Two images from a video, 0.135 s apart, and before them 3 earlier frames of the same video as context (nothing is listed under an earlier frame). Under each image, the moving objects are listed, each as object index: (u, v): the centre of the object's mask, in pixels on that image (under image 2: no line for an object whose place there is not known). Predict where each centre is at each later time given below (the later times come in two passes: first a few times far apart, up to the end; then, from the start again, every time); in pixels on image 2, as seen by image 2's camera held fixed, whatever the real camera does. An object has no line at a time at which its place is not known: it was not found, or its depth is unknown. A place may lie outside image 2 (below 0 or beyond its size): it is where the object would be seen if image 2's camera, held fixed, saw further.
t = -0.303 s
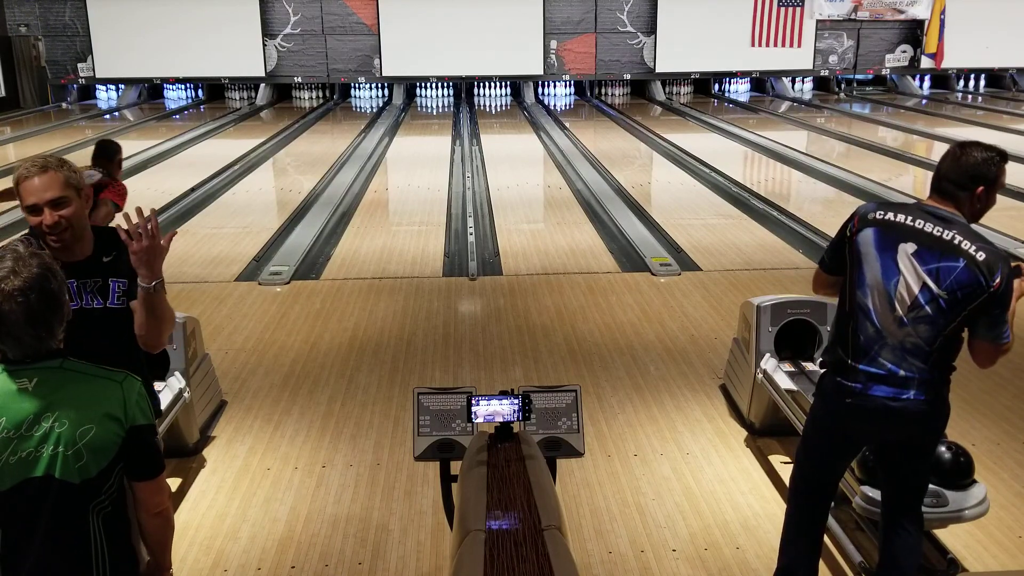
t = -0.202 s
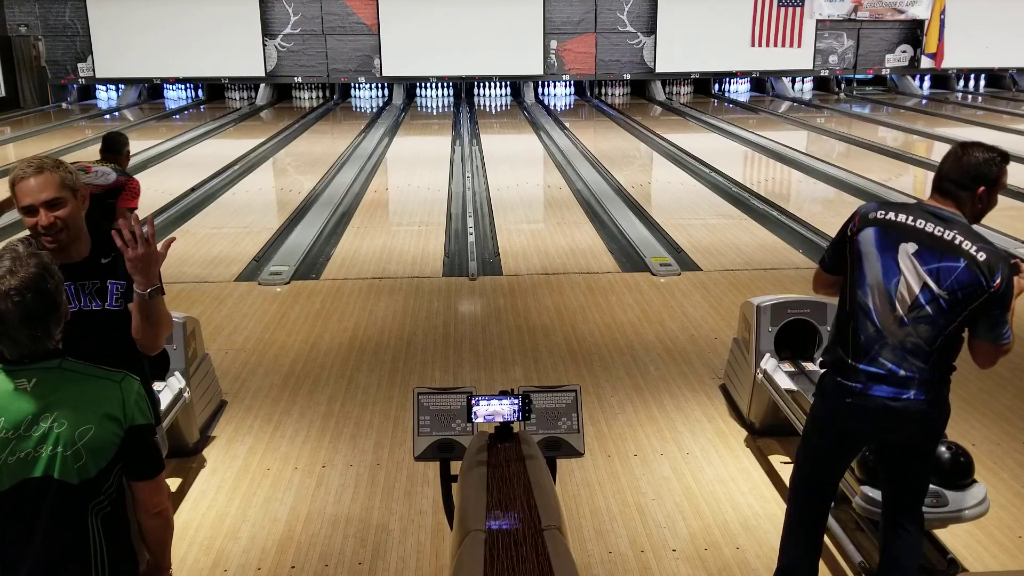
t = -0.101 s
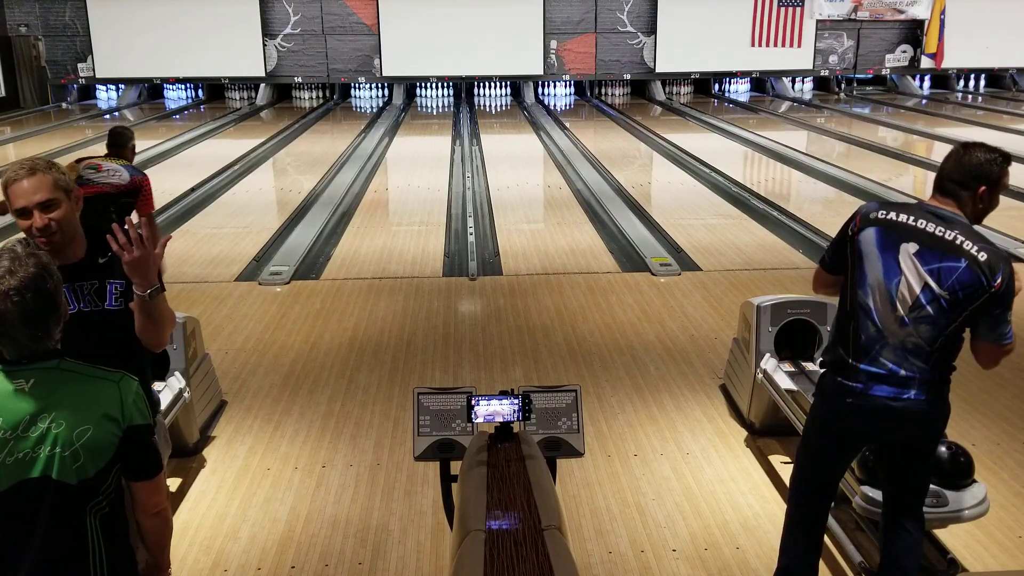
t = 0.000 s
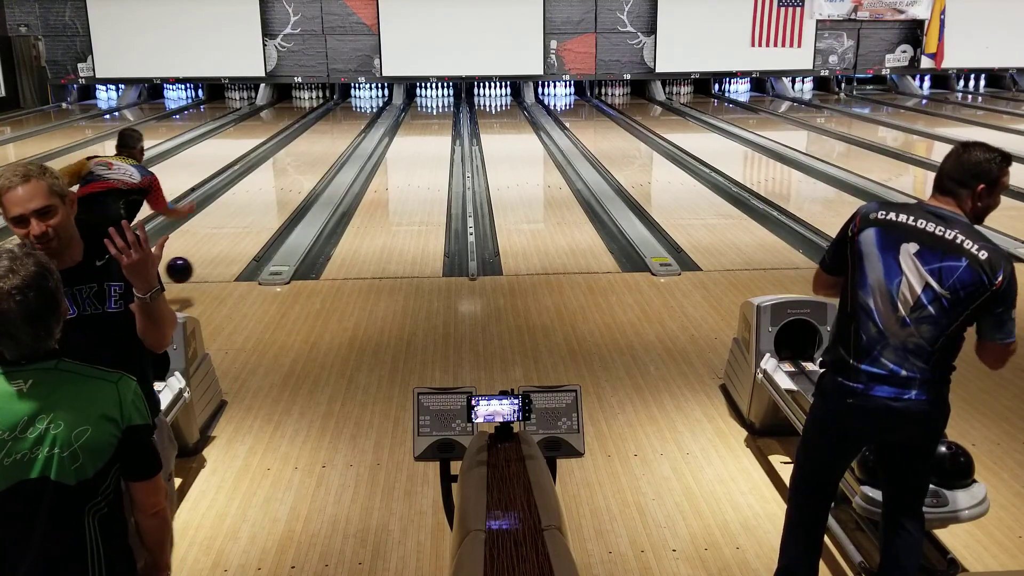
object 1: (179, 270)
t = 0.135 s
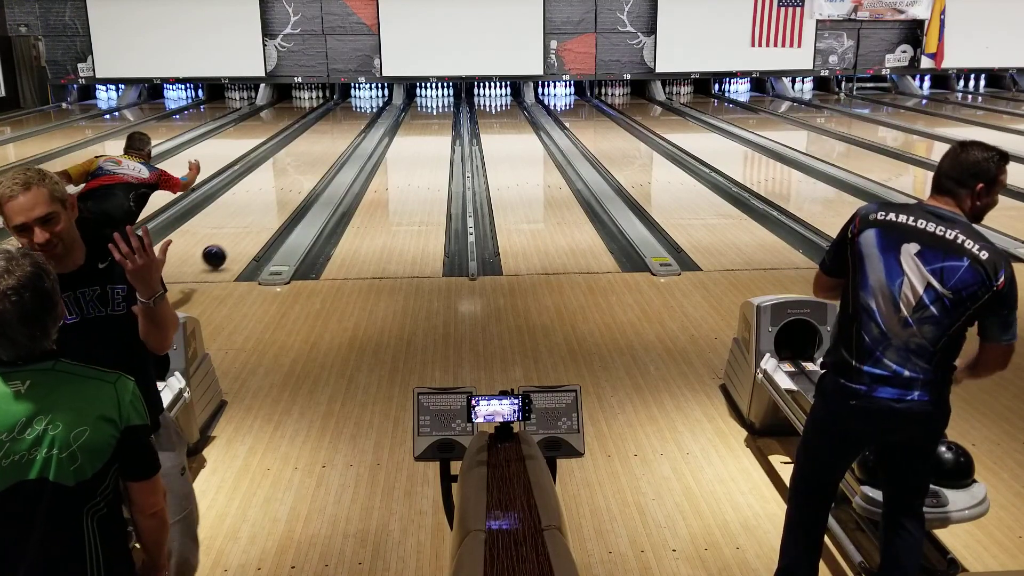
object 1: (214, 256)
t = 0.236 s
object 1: (234, 239)
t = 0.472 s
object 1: (270, 206)
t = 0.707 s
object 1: (295, 181)
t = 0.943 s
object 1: (314, 162)
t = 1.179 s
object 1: (329, 147)
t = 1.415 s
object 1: (340, 135)
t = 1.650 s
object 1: (349, 125)
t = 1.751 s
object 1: (352, 121)
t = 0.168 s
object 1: (221, 250)
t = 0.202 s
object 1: (228, 245)
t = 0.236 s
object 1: (234, 239)
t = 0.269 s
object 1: (240, 234)
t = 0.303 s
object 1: (245, 229)
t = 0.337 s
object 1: (250, 224)
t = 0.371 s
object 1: (256, 219)
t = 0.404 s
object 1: (261, 214)
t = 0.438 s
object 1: (265, 210)
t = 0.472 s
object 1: (270, 206)
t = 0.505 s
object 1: (274, 202)
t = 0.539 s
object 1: (278, 198)
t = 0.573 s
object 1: (282, 195)
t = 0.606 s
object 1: (285, 191)
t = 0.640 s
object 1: (289, 188)
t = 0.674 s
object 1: (292, 184)
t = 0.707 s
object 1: (295, 181)
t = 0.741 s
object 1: (298, 178)
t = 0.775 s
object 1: (301, 175)
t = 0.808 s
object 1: (304, 172)
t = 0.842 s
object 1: (307, 169)
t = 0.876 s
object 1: (310, 167)
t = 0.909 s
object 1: (312, 165)
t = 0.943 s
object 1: (314, 162)
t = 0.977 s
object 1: (317, 160)
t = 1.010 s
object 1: (319, 157)
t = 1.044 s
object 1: (321, 155)
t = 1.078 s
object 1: (323, 153)
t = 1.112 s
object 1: (325, 151)
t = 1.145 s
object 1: (327, 149)
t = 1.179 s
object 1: (329, 147)
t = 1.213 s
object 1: (331, 145)
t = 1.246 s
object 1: (332, 143)
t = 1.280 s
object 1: (334, 141)
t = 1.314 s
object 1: (336, 140)
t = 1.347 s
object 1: (337, 138)
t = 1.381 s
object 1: (339, 137)
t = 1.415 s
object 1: (340, 135)
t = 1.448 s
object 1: (341, 134)
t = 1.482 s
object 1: (343, 132)
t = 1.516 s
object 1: (344, 130)
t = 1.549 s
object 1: (345, 129)
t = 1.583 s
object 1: (347, 128)
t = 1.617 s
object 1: (348, 126)
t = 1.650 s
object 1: (349, 125)
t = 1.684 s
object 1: (350, 124)
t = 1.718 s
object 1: (351, 123)
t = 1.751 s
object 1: (352, 121)
